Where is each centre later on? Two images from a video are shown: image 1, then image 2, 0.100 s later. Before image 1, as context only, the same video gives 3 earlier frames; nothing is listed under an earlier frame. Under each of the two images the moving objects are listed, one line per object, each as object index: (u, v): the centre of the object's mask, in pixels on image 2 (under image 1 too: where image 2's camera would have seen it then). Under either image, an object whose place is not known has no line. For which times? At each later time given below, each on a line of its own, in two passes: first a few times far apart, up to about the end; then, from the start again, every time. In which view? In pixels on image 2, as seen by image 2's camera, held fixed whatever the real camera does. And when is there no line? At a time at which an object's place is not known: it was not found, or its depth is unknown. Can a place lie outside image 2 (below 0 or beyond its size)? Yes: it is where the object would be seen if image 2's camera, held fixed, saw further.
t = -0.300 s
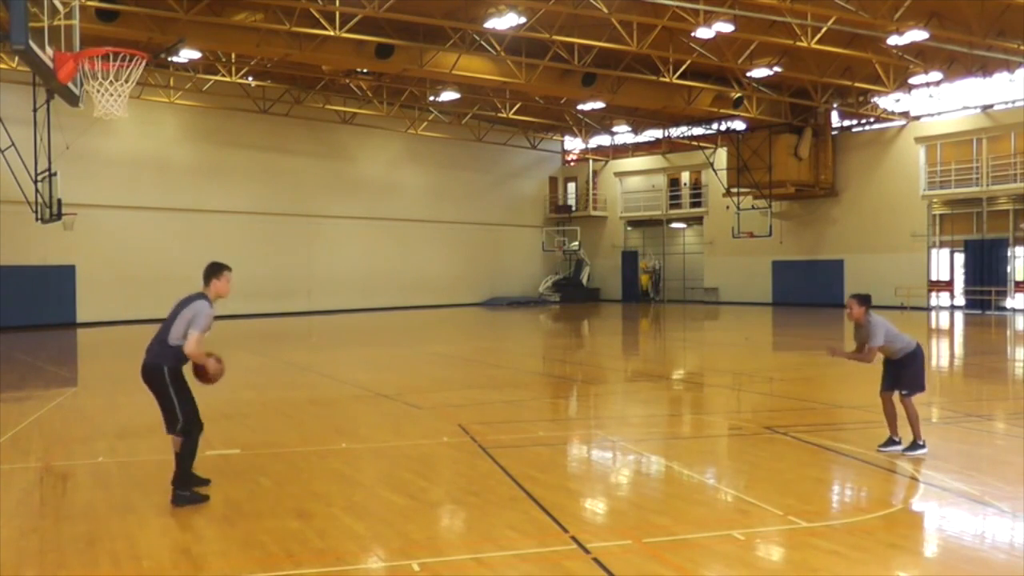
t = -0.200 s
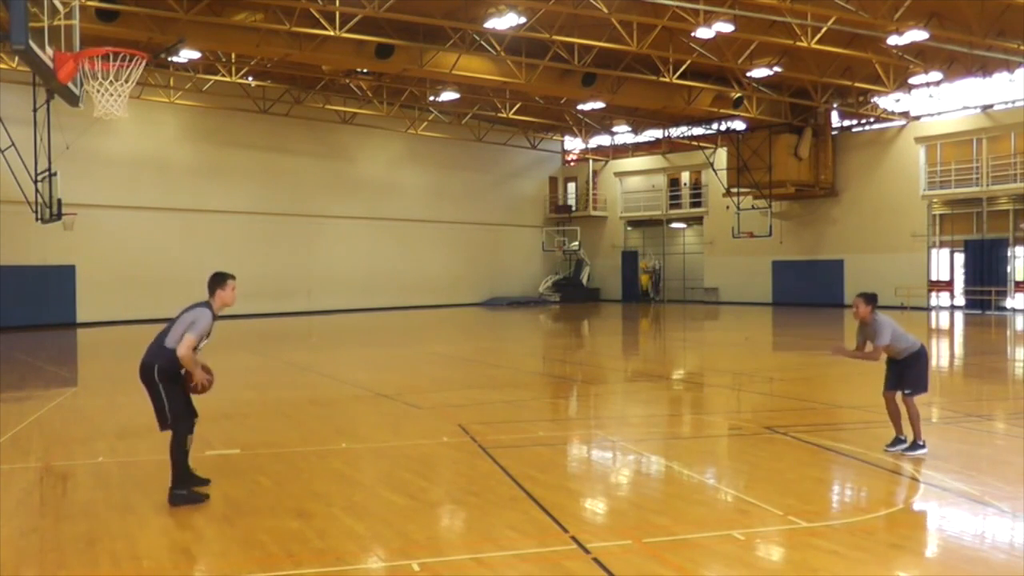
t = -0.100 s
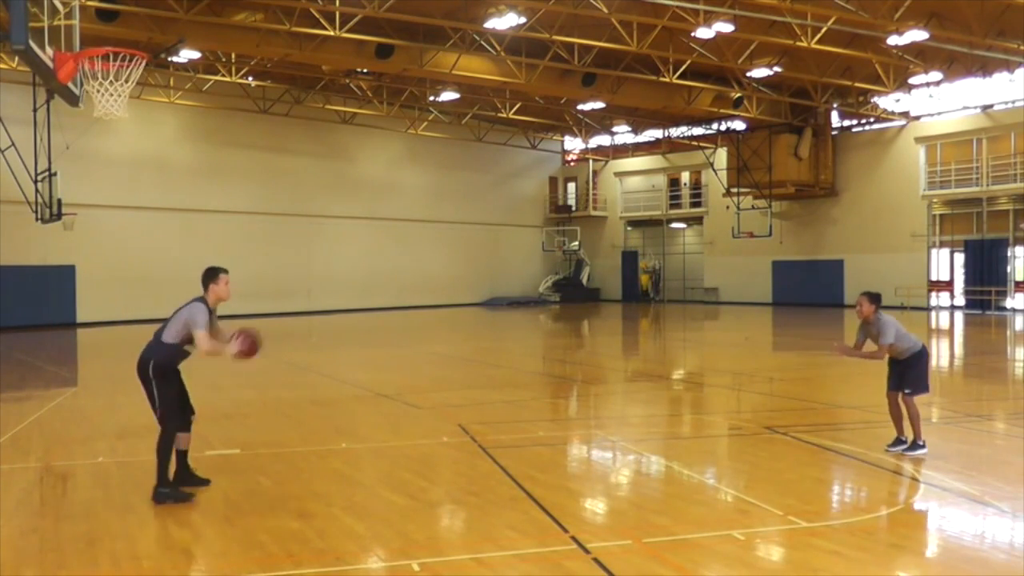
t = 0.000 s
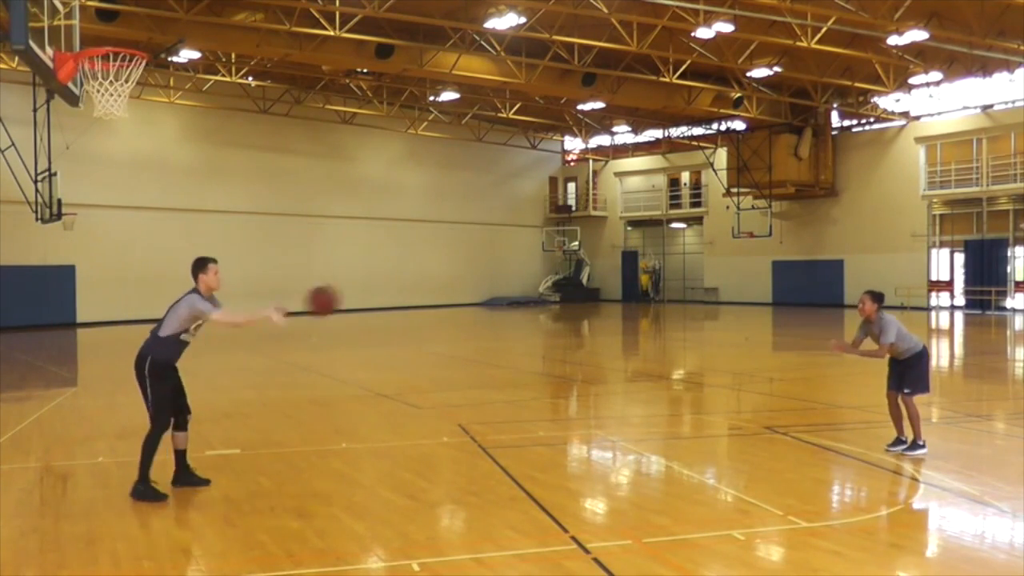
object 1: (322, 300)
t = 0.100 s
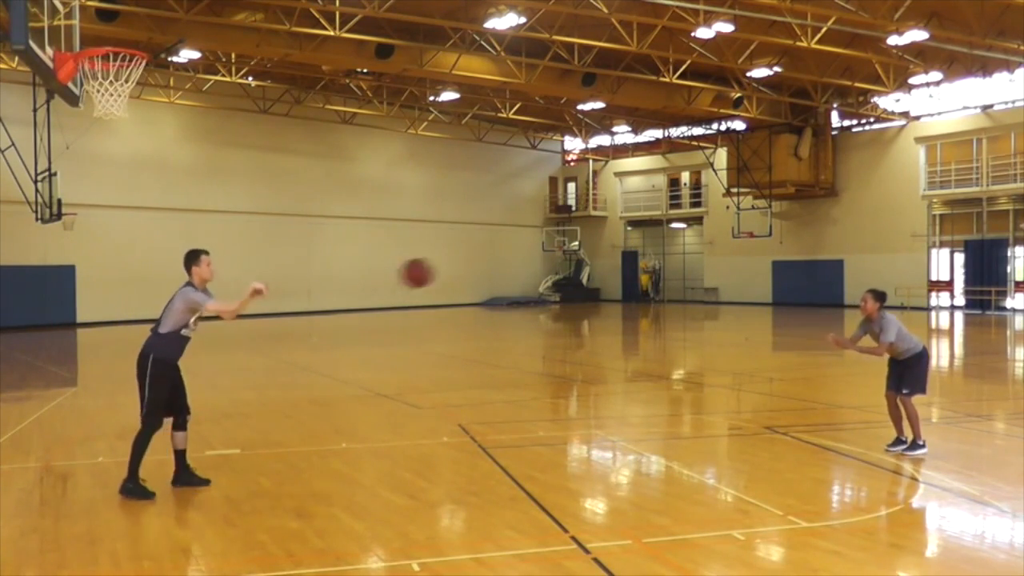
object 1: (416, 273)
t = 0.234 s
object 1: (537, 256)
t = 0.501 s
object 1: (755, 287)
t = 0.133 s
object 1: (447, 266)
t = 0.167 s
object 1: (477, 262)
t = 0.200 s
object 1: (507, 258)
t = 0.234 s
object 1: (537, 256)
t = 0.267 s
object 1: (565, 256)
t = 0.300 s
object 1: (595, 256)
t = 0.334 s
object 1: (624, 259)
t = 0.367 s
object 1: (651, 261)
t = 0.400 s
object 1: (677, 267)
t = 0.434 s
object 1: (704, 273)
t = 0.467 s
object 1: (730, 279)
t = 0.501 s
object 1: (755, 287)
